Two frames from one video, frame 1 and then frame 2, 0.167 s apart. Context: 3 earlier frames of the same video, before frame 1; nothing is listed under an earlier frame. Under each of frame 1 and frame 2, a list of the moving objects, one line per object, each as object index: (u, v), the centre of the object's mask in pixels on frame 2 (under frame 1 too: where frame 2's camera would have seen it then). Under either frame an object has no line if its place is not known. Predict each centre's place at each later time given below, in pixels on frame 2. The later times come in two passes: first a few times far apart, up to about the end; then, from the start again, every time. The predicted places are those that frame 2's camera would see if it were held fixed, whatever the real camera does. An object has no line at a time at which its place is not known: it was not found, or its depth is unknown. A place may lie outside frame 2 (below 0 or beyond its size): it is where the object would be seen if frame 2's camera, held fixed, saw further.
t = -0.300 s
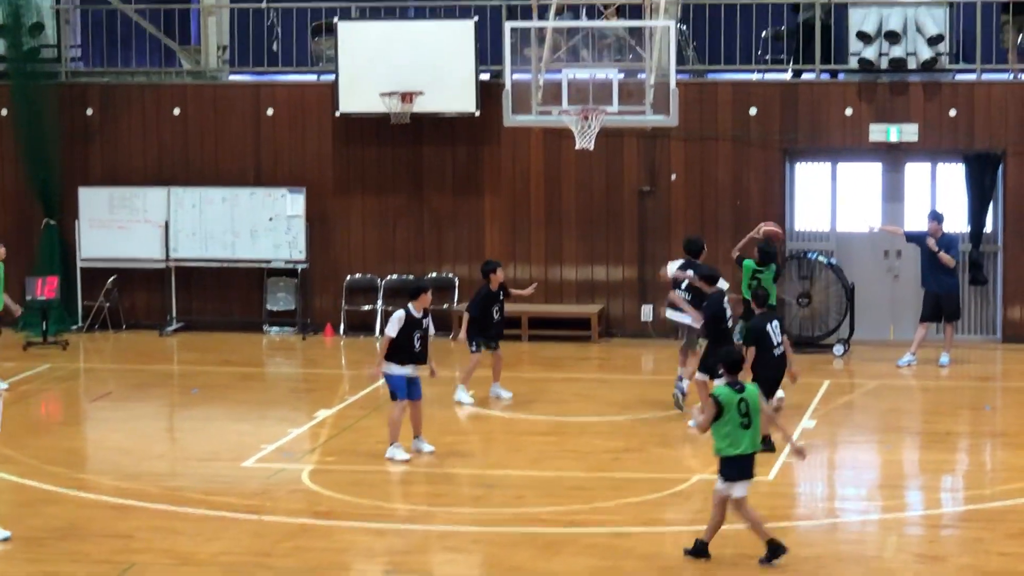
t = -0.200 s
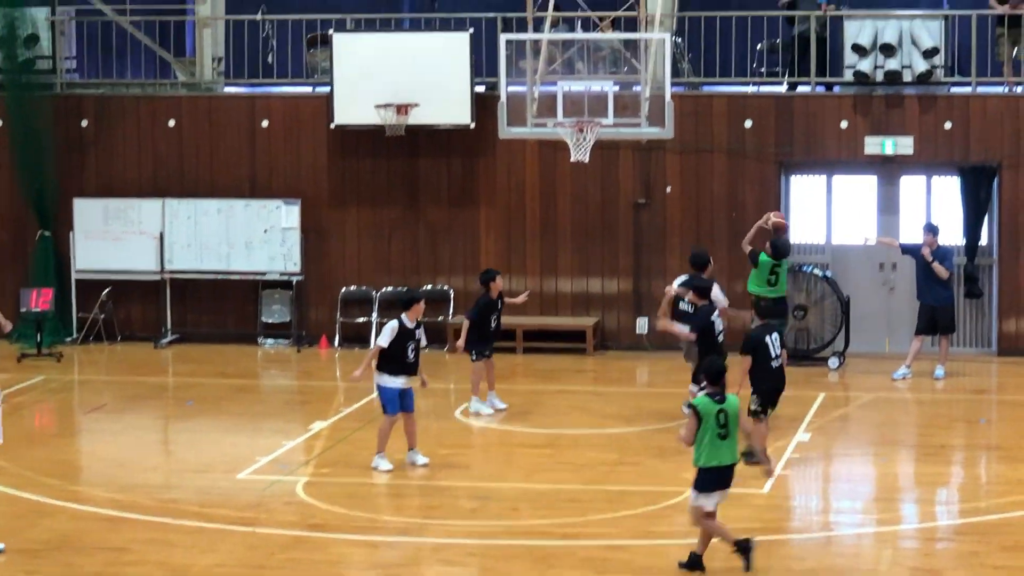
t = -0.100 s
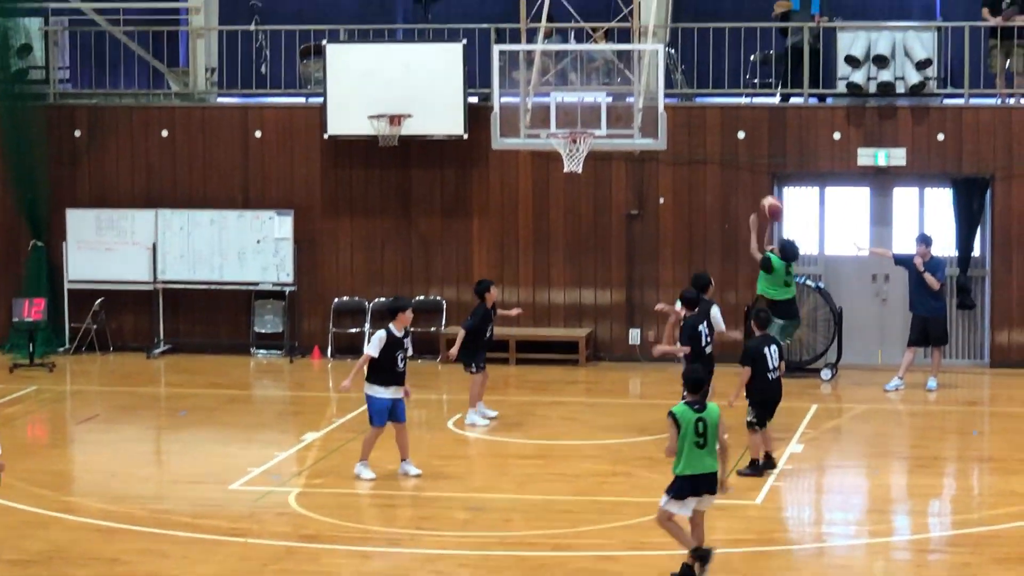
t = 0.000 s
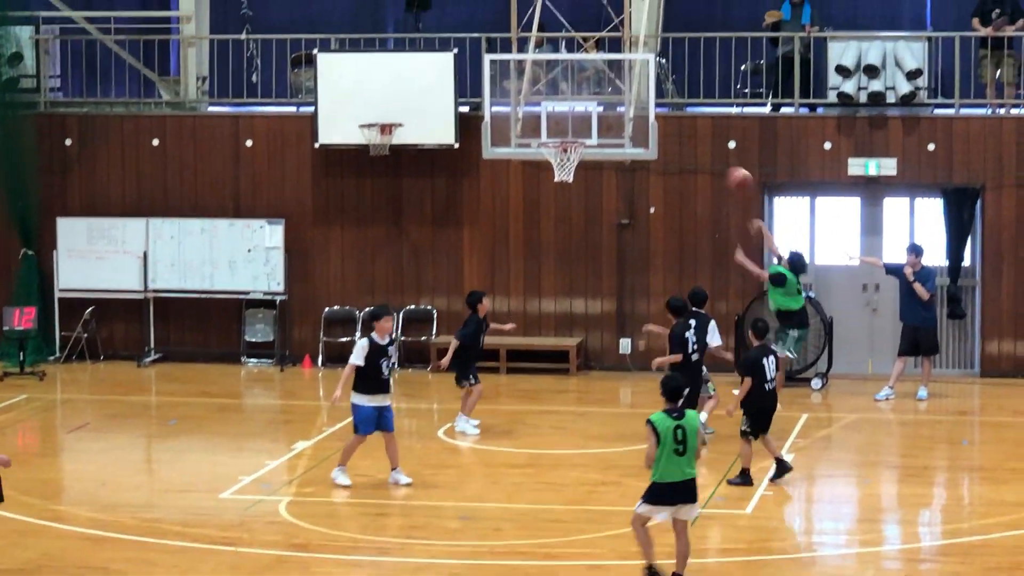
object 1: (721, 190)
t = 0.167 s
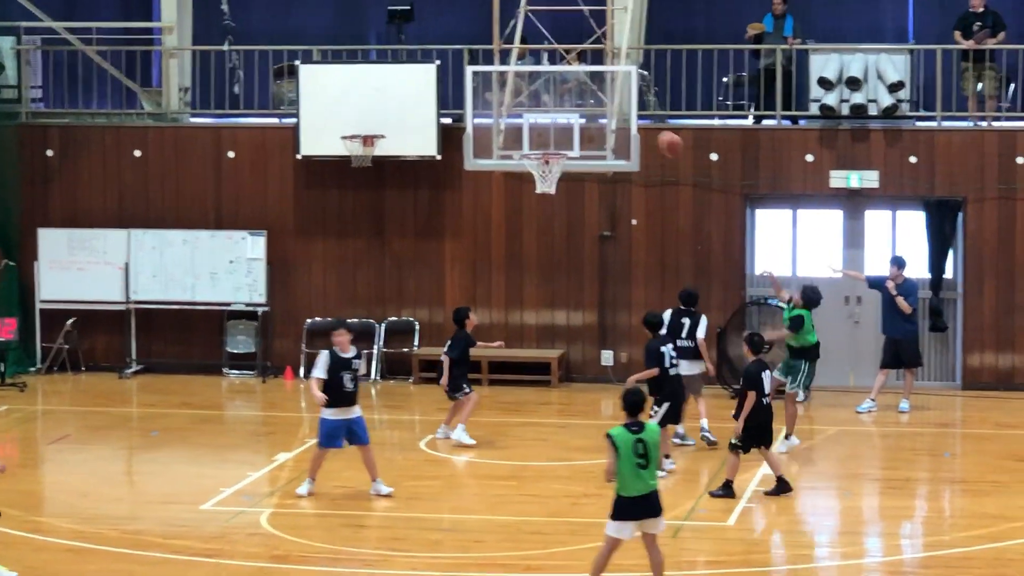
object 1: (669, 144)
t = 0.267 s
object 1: (639, 129)
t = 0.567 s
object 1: (566, 135)
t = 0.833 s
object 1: (531, 185)
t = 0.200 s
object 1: (661, 139)
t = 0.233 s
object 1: (650, 133)
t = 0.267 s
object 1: (639, 129)
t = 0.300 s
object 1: (629, 126)
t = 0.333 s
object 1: (618, 124)
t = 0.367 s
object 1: (608, 123)
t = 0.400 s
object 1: (599, 123)
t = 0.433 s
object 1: (592, 125)
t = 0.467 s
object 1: (586, 125)
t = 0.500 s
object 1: (579, 127)
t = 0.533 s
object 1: (573, 131)
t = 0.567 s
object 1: (566, 135)
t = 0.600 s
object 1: (560, 140)
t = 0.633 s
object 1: (553, 146)
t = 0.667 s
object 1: (547, 150)
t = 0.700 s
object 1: (542, 161)
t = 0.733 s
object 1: (533, 172)
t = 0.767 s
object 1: (528, 189)
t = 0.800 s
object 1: (534, 187)
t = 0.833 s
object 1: (531, 185)
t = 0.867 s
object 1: (530, 186)
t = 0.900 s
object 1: (530, 187)
